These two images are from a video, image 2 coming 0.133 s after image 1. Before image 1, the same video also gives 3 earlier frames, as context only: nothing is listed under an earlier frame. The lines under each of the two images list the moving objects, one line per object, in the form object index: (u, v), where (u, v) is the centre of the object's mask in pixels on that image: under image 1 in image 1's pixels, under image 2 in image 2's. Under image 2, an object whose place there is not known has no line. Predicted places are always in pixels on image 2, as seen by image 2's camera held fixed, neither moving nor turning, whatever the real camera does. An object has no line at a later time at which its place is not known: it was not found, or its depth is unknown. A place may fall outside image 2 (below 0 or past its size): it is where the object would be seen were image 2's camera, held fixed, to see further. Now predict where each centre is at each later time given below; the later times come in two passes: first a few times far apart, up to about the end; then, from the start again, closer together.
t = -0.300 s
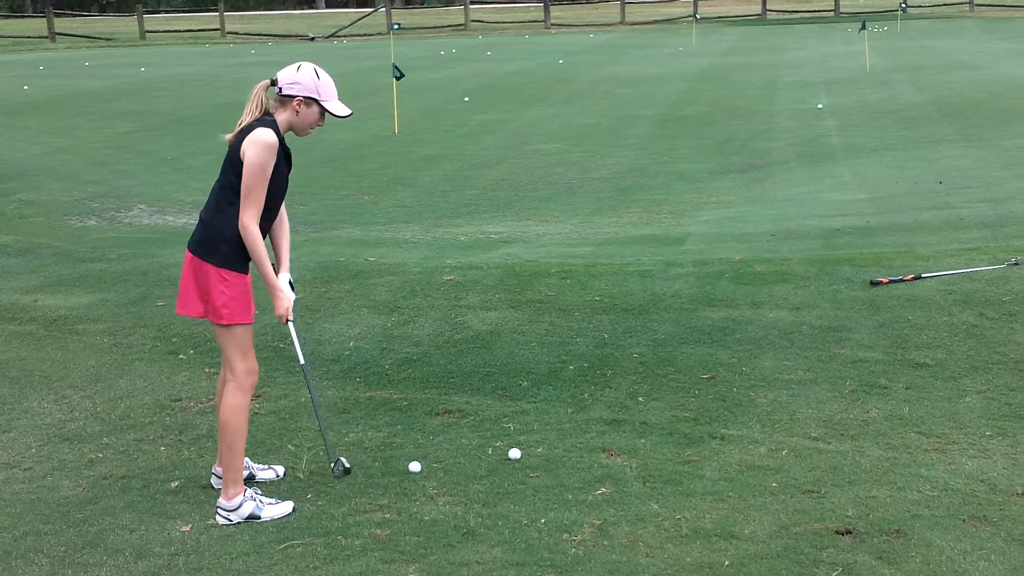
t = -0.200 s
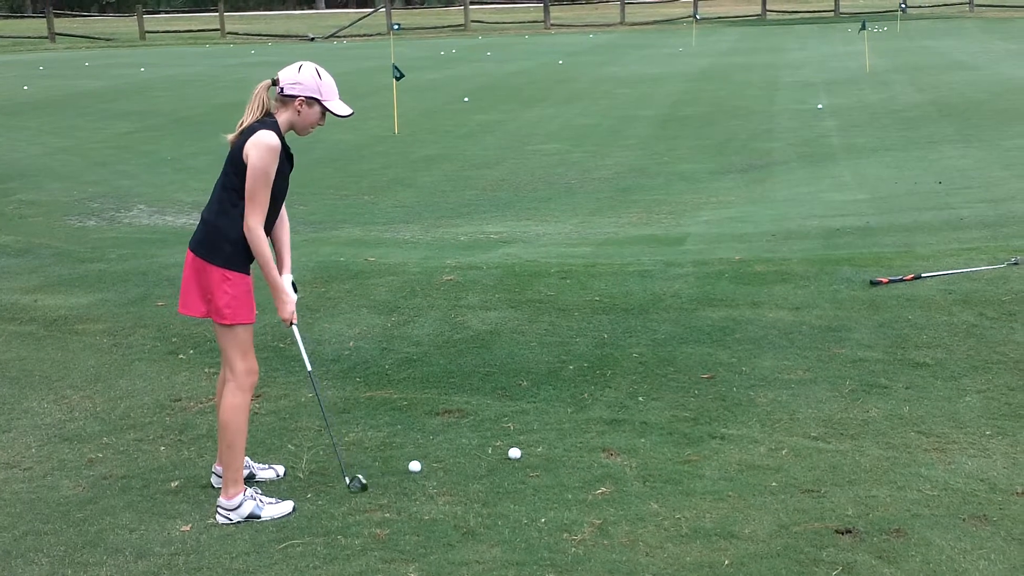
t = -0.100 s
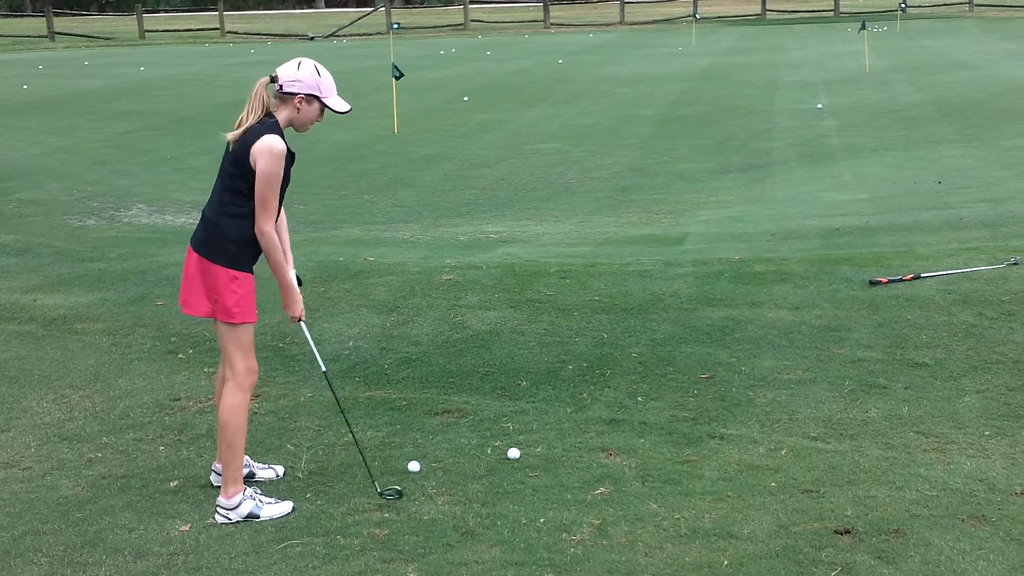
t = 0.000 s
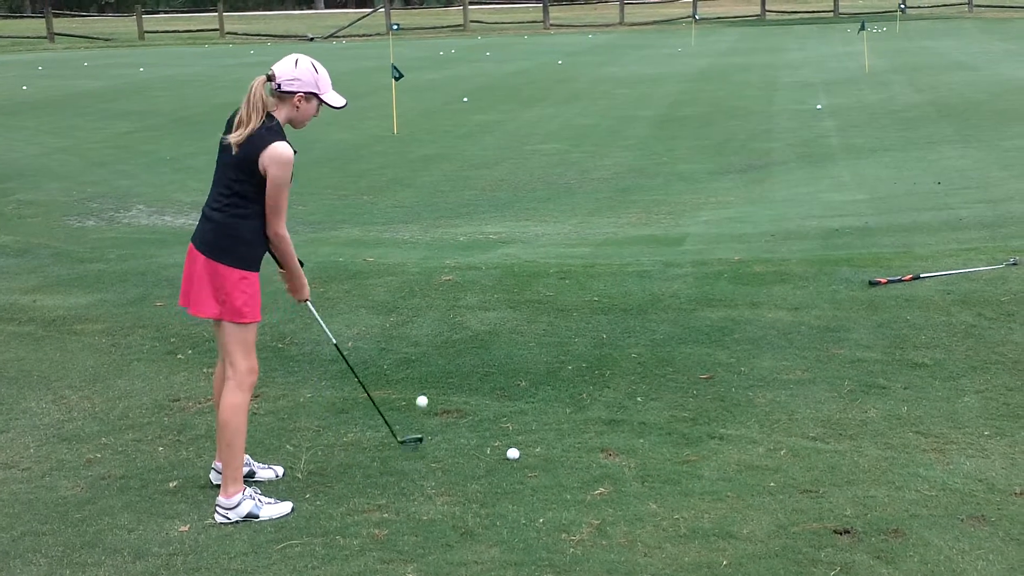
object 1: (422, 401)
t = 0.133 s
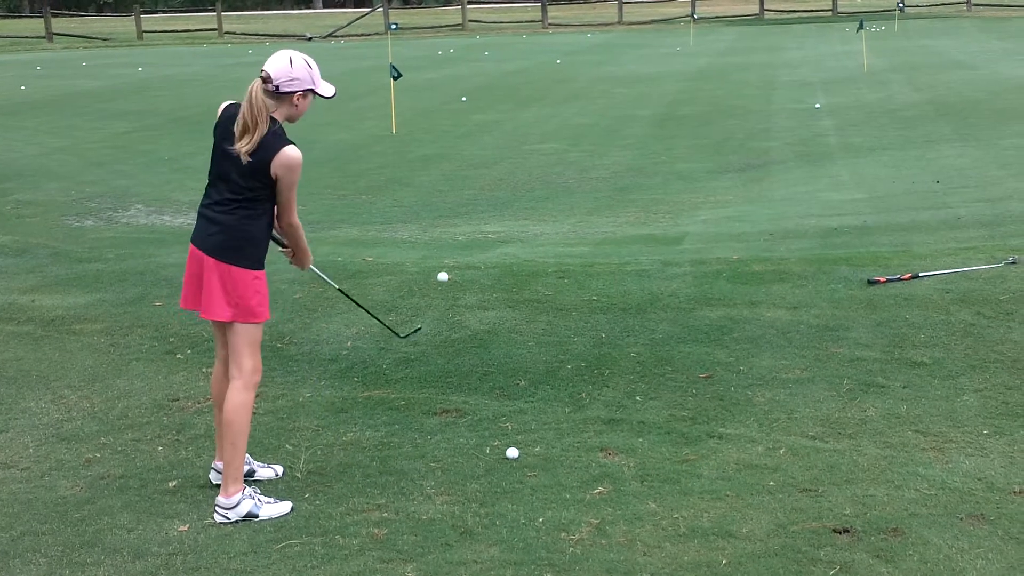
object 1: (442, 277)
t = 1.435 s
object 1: (564, 199)
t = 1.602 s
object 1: (572, 192)
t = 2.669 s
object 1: (607, 159)
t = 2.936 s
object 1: (612, 155)
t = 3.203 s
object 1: (615, 151)
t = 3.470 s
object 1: (618, 149)
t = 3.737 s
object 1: (618, 148)
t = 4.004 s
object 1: (618, 148)
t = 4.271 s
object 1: (618, 148)
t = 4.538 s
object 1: (618, 148)
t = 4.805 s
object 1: (618, 148)
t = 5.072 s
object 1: (618, 148)
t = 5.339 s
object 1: (619, 148)
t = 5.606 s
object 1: (618, 148)
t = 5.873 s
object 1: (618, 148)
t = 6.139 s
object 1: (618, 148)
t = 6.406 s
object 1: (618, 148)
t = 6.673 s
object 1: (619, 148)
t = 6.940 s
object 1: (619, 147)
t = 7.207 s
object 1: (618, 147)
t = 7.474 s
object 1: (618, 148)
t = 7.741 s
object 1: (618, 148)
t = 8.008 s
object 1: (618, 148)
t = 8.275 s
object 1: (618, 148)
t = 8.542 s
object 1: (618, 148)
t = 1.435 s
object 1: (564, 199)
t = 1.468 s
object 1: (566, 197)
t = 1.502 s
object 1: (567, 196)
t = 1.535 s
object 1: (569, 194)
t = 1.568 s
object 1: (571, 192)
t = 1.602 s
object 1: (572, 192)
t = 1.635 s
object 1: (573, 190)
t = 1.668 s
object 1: (575, 189)
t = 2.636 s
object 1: (606, 160)
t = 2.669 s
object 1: (607, 159)
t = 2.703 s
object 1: (608, 159)
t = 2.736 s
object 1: (608, 158)
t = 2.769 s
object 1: (609, 157)
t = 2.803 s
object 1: (610, 157)
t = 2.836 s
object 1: (610, 156)
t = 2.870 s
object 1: (611, 156)
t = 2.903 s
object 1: (611, 155)
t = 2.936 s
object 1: (612, 155)
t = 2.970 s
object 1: (612, 155)
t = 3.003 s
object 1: (613, 154)
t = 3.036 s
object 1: (614, 154)
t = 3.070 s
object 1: (614, 153)
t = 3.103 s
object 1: (614, 153)
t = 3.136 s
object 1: (615, 152)
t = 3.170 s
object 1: (615, 151)
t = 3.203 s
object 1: (615, 151)
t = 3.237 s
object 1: (616, 151)
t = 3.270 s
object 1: (616, 151)
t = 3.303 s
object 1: (616, 150)
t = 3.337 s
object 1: (617, 150)
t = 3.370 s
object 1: (617, 149)
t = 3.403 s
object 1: (617, 149)
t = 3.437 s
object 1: (617, 149)
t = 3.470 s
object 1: (618, 149)
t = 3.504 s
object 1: (618, 149)
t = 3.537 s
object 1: (618, 149)
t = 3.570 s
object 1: (618, 148)
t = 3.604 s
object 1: (618, 148)
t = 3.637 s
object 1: (618, 148)
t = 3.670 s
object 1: (618, 148)
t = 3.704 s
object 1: (618, 148)
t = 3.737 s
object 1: (618, 148)
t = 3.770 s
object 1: (618, 148)
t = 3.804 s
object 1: (618, 147)
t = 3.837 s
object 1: (618, 148)
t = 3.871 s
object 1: (618, 147)
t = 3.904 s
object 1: (618, 147)
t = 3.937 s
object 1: (618, 147)
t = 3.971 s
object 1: (618, 147)
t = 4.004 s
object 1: (618, 148)
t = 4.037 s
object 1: (618, 148)
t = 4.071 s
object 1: (618, 147)
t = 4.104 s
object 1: (618, 148)
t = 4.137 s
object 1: (618, 147)
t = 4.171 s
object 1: (618, 148)
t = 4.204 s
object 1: (618, 147)
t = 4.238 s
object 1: (618, 148)
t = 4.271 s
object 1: (618, 148)
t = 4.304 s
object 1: (618, 148)
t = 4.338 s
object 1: (618, 148)
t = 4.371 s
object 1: (618, 148)
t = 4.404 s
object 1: (618, 148)
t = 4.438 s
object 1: (618, 148)
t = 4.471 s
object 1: (618, 148)
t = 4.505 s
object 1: (618, 148)
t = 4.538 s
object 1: (618, 148)
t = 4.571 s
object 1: (618, 148)
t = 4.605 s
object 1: (618, 148)
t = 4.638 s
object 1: (618, 148)
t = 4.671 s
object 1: (618, 148)
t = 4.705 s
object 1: (619, 147)
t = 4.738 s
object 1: (618, 148)
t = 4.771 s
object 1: (618, 148)
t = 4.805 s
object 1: (618, 148)
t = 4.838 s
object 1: (618, 148)
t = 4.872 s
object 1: (618, 148)
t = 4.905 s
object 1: (618, 147)
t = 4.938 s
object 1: (618, 148)
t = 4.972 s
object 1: (618, 148)
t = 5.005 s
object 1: (618, 148)
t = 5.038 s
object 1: (618, 148)
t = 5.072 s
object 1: (618, 148)
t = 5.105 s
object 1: (618, 148)
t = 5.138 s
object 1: (618, 148)
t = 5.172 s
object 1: (618, 148)
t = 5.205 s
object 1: (618, 147)
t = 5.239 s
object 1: (619, 148)
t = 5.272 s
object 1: (619, 148)
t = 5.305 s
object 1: (619, 148)
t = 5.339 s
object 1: (619, 148)
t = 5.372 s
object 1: (619, 148)
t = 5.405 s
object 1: (619, 148)
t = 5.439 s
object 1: (619, 148)
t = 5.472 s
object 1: (619, 148)
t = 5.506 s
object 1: (619, 148)
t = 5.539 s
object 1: (618, 148)
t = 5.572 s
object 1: (618, 148)
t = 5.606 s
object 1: (618, 148)
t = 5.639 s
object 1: (618, 148)
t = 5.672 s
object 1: (619, 148)
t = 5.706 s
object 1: (619, 148)
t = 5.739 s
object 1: (618, 148)
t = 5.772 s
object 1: (618, 148)
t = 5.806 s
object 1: (618, 148)
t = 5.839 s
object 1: (618, 148)
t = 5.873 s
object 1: (618, 148)
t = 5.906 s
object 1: (618, 148)
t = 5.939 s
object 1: (618, 148)
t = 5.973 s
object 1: (618, 148)
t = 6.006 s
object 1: (618, 148)
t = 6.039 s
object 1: (618, 148)
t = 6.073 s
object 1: (618, 147)
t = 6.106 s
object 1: (618, 148)
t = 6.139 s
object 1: (618, 148)
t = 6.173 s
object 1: (618, 147)
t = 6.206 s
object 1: (618, 148)
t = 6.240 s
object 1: (618, 148)
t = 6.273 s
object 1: (618, 147)
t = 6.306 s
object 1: (618, 147)
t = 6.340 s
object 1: (618, 148)
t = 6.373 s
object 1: (618, 147)
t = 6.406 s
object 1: (618, 148)
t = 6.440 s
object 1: (618, 148)
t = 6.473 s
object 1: (618, 148)
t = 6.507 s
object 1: (618, 148)
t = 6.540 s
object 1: (618, 147)
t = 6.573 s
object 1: (618, 147)
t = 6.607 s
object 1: (618, 147)
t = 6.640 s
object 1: (618, 148)
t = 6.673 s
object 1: (619, 148)
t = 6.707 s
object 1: (618, 147)
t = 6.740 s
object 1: (619, 148)
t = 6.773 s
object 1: (619, 147)
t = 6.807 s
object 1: (619, 147)
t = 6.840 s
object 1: (618, 148)
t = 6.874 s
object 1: (618, 147)
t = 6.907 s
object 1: (618, 147)
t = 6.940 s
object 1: (619, 147)
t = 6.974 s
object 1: (619, 147)
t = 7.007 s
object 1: (618, 148)
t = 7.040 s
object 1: (618, 148)
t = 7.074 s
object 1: (618, 147)
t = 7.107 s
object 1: (618, 148)
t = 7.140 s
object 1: (618, 148)
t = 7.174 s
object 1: (618, 148)
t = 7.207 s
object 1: (618, 147)
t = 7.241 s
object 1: (618, 148)
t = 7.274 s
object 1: (618, 148)
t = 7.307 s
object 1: (618, 148)
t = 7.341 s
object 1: (618, 148)
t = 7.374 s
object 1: (618, 148)
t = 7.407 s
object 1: (618, 148)
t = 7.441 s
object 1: (618, 148)
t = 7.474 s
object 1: (618, 148)
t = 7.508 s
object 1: (618, 148)
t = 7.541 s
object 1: (619, 148)
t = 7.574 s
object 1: (618, 148)
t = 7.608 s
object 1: (618, 148)
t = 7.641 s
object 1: (618, 148)
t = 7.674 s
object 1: (618, 148)
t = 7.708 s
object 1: (618, 148)
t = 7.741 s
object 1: (618, 148)
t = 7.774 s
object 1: (618, 148)
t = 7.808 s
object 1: (618, 148)
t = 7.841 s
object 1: (618, 148)
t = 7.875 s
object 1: (618, 148)
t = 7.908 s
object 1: (618, 148)
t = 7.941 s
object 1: (618, 148)
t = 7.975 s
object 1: (618, 148)
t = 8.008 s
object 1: (618, 148)
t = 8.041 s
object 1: (618, 148)
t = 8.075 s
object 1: (618, 148)
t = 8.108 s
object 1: (618, 148)
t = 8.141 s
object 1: (618, 148)
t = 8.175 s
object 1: (618, 148)
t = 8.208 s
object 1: (618, 148)
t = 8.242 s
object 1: (619, 148)
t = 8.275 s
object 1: (618, 148)
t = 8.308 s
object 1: (618, 148)
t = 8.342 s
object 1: (619, 148)
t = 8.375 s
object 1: (618, 148)
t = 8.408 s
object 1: (618, 148)
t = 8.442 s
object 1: (618, 148)
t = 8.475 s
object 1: (618, 148)
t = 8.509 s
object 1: (618, 147)
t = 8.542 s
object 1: (618, 148)
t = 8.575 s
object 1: (618, 148)
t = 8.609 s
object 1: (618, 148)
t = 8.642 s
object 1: (618, 148)
